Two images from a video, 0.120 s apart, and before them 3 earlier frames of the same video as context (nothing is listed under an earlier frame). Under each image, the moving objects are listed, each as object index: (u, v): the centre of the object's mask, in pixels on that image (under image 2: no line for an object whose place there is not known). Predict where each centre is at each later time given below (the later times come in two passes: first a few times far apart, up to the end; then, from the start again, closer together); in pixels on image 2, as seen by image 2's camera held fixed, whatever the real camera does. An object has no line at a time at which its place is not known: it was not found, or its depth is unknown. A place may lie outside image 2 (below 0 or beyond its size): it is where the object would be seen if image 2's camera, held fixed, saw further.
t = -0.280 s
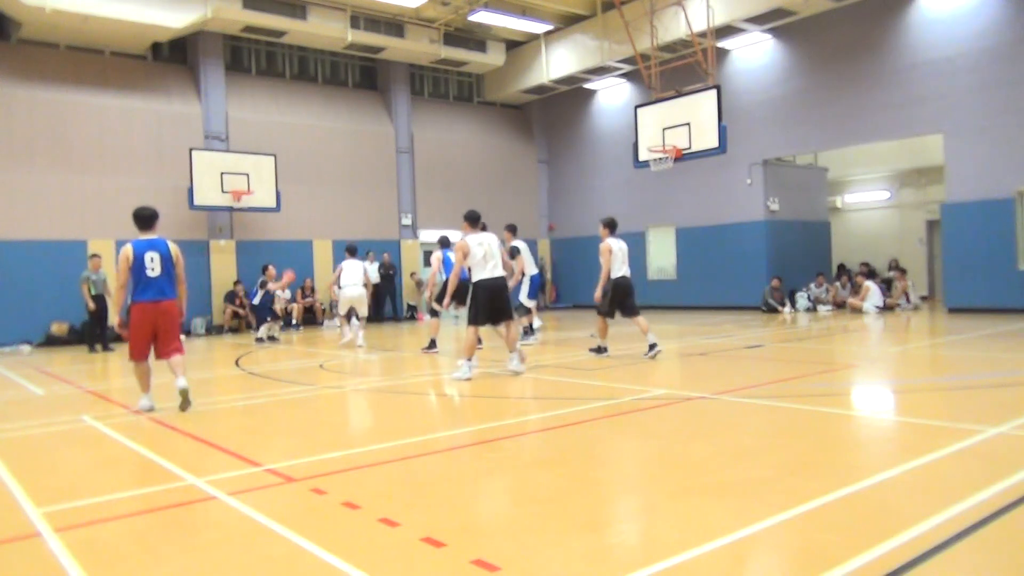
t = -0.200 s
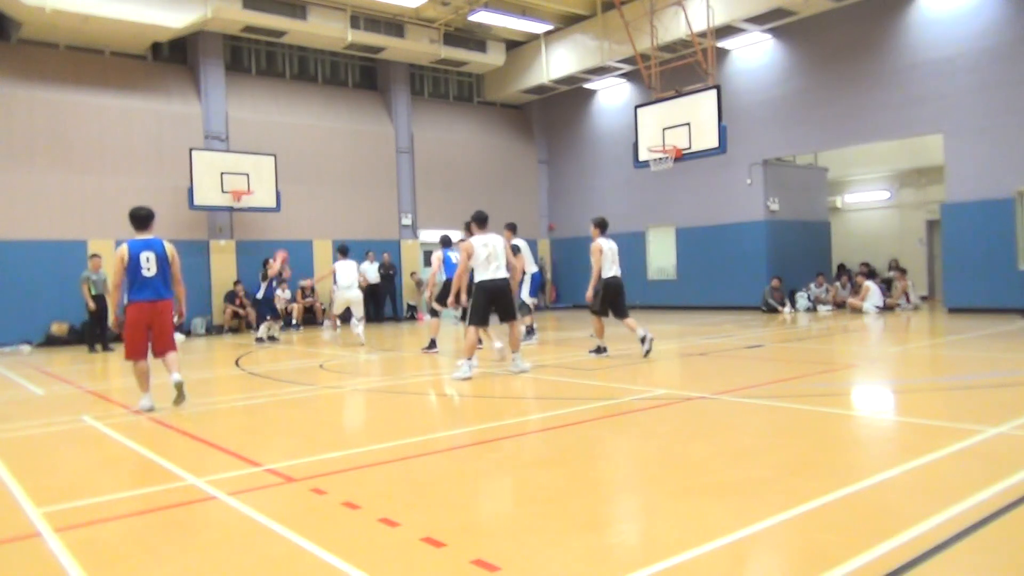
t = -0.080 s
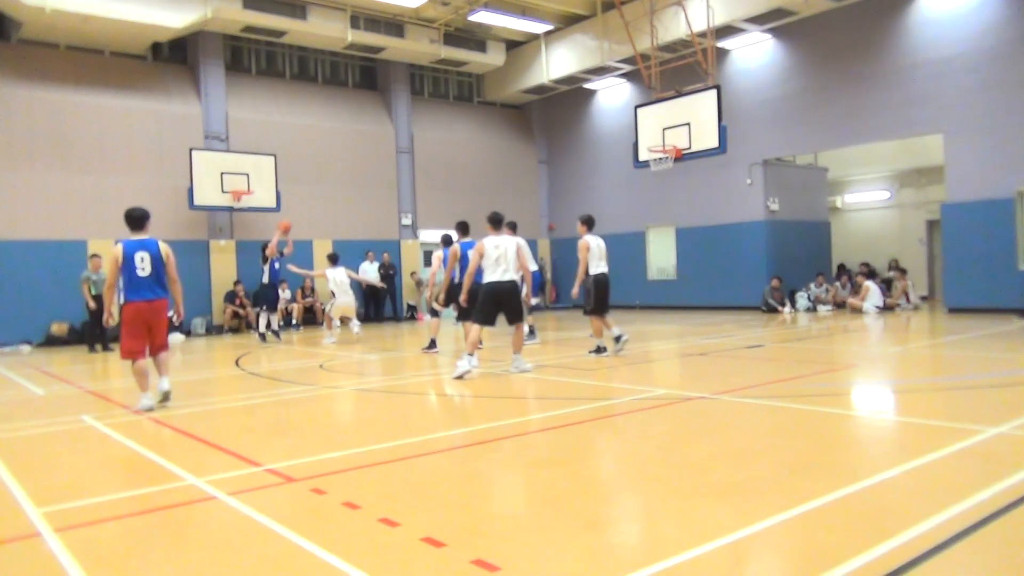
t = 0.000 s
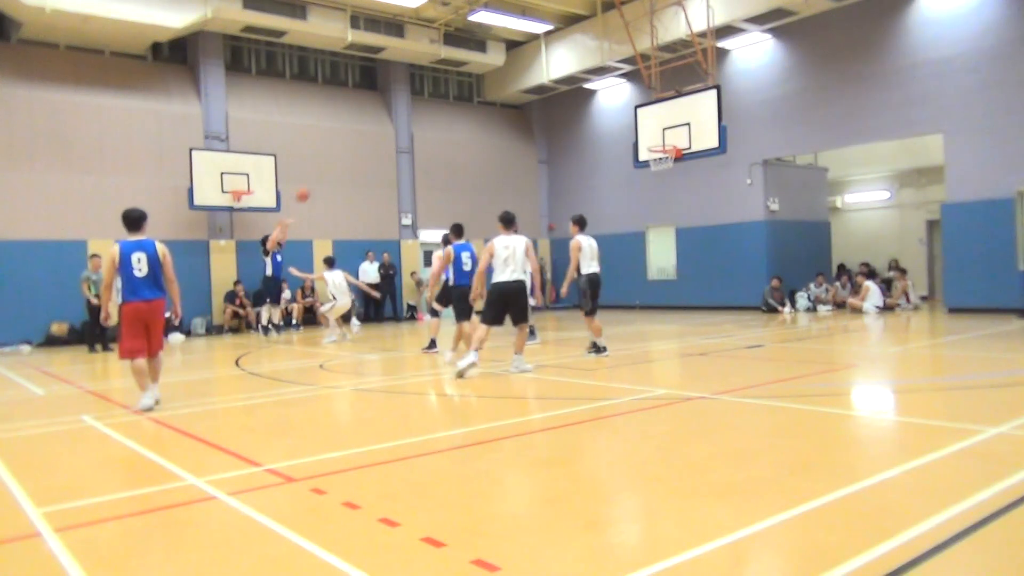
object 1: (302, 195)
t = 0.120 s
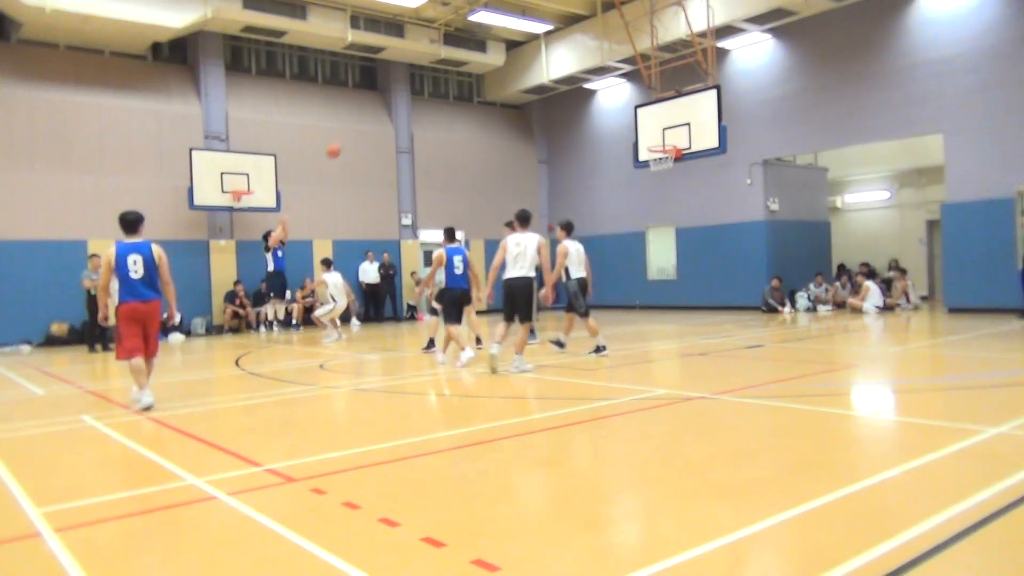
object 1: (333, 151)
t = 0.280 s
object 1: (377, 102)
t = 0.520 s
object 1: (441, 59)
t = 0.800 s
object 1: (520, 46)
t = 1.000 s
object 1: (579, 66)
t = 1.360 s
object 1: (671, 127)
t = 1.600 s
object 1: (664, 91)
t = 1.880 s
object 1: (642, 91)
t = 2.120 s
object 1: (623, 129)
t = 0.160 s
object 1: (344, 138)
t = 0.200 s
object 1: (355, 125)
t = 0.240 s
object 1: (366, 112)
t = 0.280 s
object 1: (377, 102)
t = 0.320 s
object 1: (386, 94)
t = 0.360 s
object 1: (398, 85)
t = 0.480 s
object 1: (430, 64)
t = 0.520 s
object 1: (441, 59)
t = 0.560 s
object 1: (451, 54)
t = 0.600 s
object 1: (464, 50)
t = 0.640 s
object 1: (475, 47)
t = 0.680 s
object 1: (485, 45)
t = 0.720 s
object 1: (496, 45)
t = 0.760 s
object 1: (509, 45)
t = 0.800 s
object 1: (520, 46)
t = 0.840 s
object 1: (531, 48)
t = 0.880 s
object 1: (542, 51)
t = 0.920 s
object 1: (554, 55)
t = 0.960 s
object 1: (566, 60)
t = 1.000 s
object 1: (579, 66)
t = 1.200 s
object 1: (639, 108)
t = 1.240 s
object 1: (650, 119)
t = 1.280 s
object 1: (662, 131)
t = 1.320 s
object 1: (670, 136)
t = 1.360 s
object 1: (671, 127)
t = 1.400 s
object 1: (671, 119)
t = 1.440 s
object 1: (673, 111)
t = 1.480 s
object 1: (674, 105)
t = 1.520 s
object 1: (672, 98)
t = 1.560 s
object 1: (668, 94)
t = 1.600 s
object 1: (664, 91)
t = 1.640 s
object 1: (662, 89)
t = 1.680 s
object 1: (658, 87)
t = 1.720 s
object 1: (656, 87)
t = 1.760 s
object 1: (652, 86)
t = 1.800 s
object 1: (648, 87)
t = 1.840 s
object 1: (645, 88)
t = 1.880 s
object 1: (642, 91)
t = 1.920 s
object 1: (639, 96)
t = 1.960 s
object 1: (635, 101)
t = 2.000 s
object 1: (632, 106)
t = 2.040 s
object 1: (630, 114)
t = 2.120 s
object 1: (623, 129)
